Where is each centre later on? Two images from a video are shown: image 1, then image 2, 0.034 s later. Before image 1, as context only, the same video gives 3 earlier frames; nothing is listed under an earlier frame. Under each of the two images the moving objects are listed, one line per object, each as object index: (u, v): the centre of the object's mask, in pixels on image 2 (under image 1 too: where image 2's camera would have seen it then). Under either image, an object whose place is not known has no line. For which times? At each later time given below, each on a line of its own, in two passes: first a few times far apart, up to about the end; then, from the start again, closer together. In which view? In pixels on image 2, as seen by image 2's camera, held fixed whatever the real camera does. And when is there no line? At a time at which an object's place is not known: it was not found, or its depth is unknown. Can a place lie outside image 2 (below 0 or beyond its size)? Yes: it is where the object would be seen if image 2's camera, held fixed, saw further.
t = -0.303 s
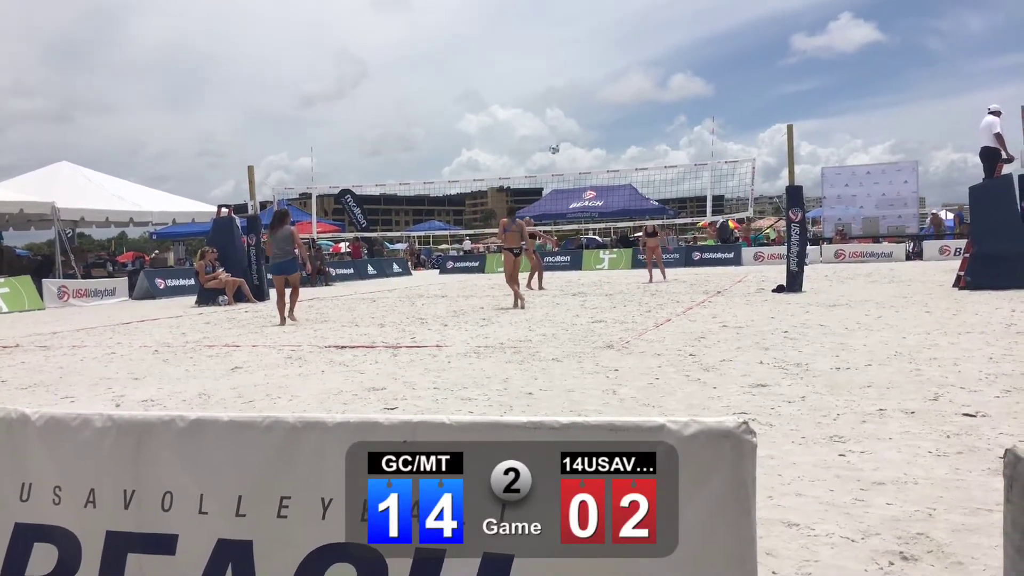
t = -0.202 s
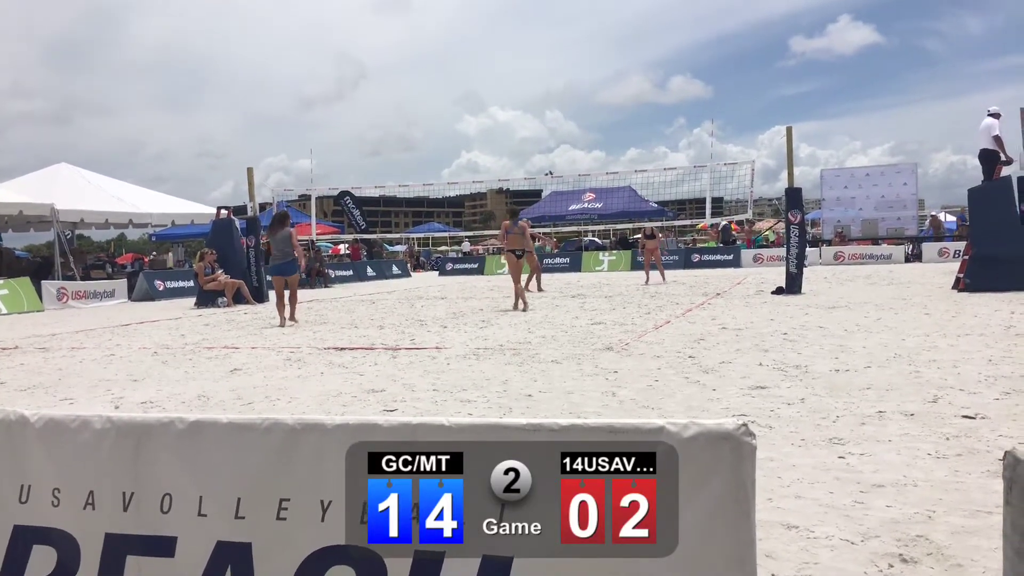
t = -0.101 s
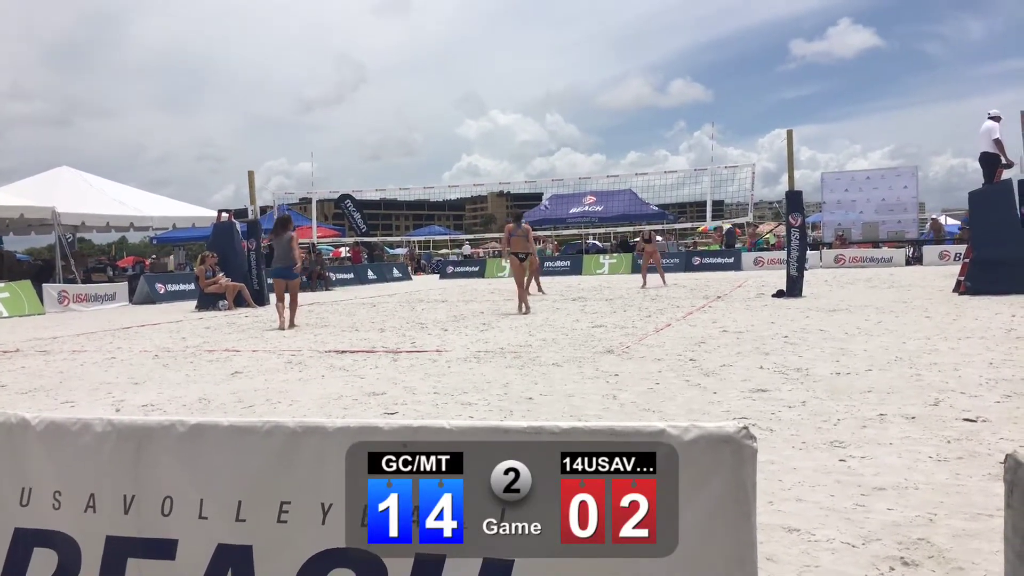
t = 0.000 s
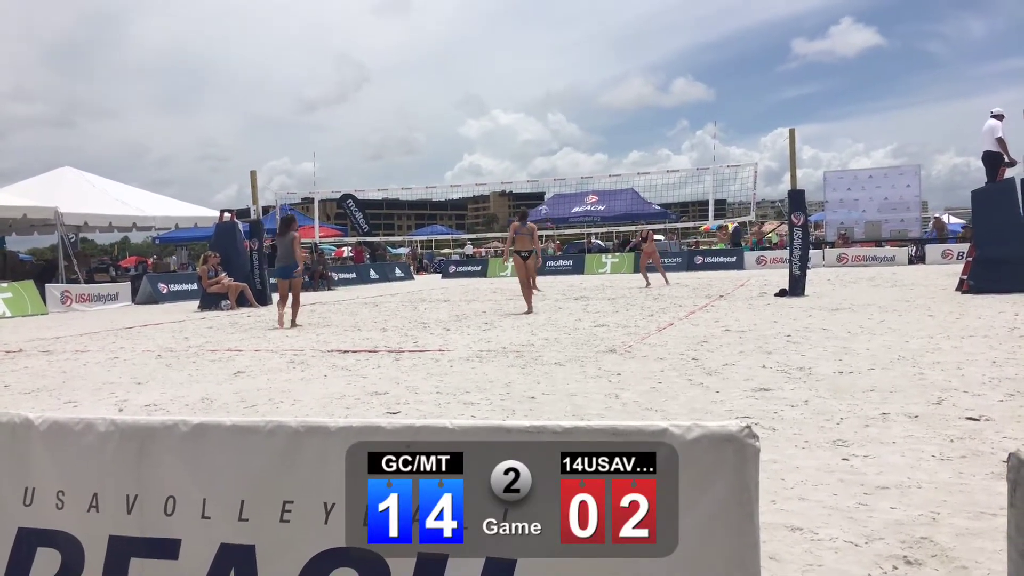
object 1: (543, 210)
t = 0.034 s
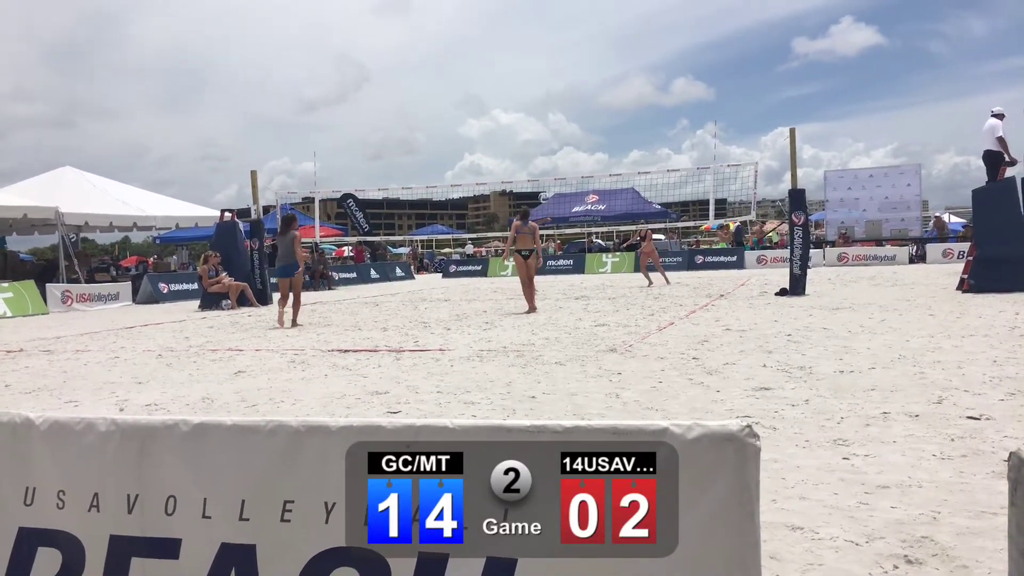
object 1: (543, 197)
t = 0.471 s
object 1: (535, 80)
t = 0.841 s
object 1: (528, 52)
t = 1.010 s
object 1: (525, 61)
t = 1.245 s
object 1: (522, 95)
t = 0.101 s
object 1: (542, 173)
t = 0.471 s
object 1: (535, 80)
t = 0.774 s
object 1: (529, 53)
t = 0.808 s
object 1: (528, 52)
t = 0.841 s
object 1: (528, 52)
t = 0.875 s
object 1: (527, 53)
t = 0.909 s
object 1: (526, 54)
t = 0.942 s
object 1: (526, 56)
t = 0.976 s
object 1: (525, 58)
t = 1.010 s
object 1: (525, 61)
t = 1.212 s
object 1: (522, 89)
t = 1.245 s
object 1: (522, 95)
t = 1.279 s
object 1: (521, 102)
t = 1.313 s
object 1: (521, 109)
